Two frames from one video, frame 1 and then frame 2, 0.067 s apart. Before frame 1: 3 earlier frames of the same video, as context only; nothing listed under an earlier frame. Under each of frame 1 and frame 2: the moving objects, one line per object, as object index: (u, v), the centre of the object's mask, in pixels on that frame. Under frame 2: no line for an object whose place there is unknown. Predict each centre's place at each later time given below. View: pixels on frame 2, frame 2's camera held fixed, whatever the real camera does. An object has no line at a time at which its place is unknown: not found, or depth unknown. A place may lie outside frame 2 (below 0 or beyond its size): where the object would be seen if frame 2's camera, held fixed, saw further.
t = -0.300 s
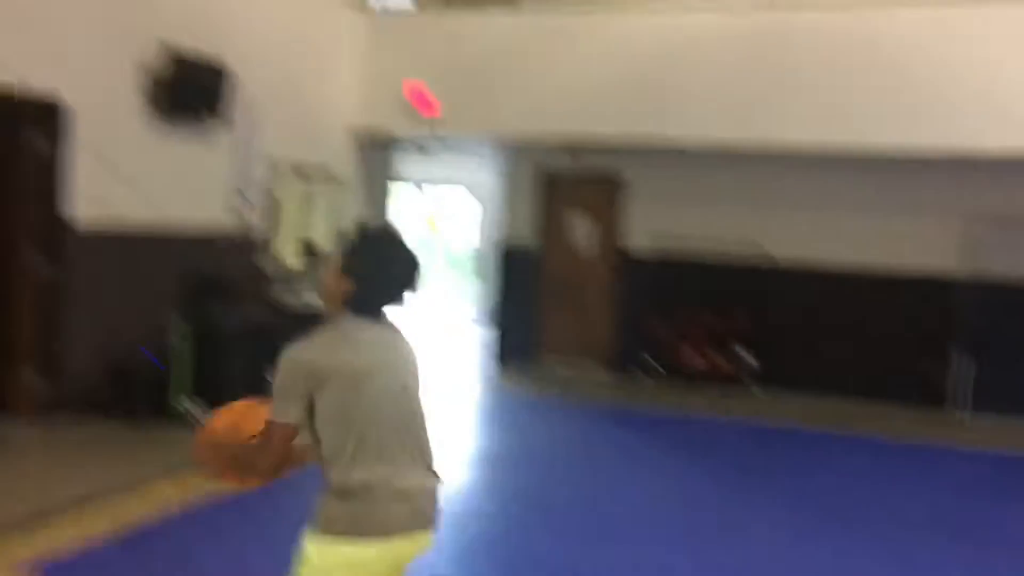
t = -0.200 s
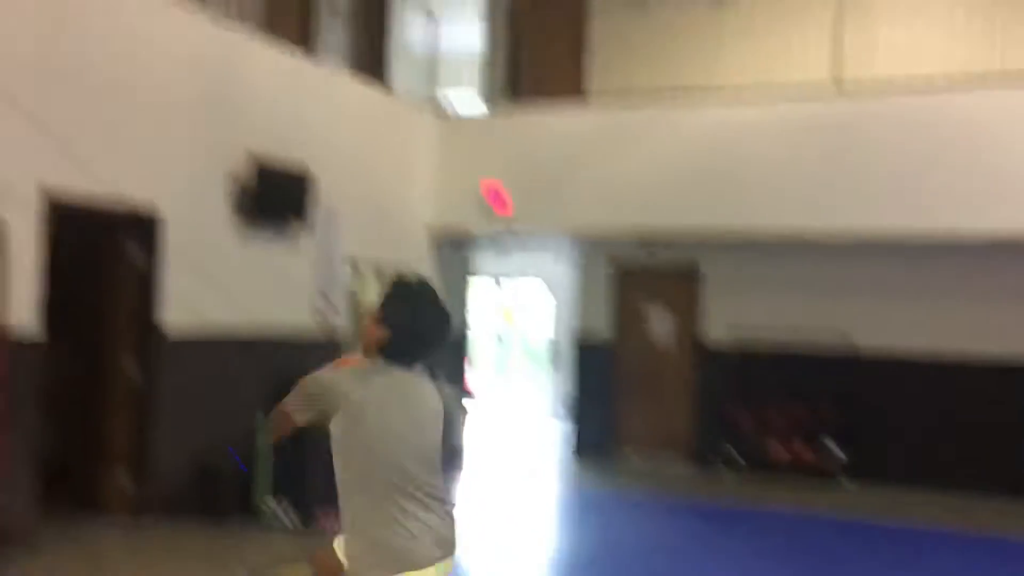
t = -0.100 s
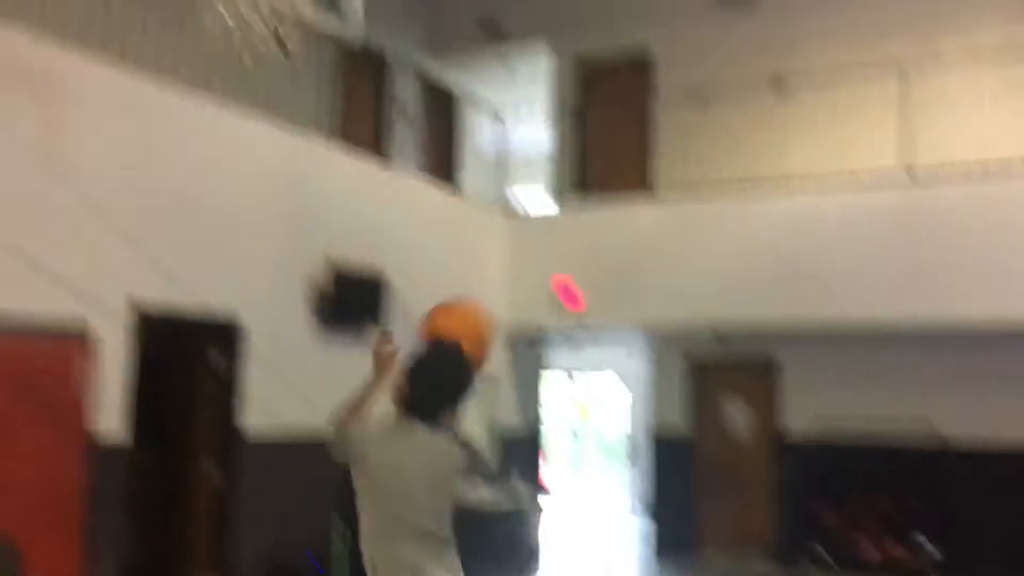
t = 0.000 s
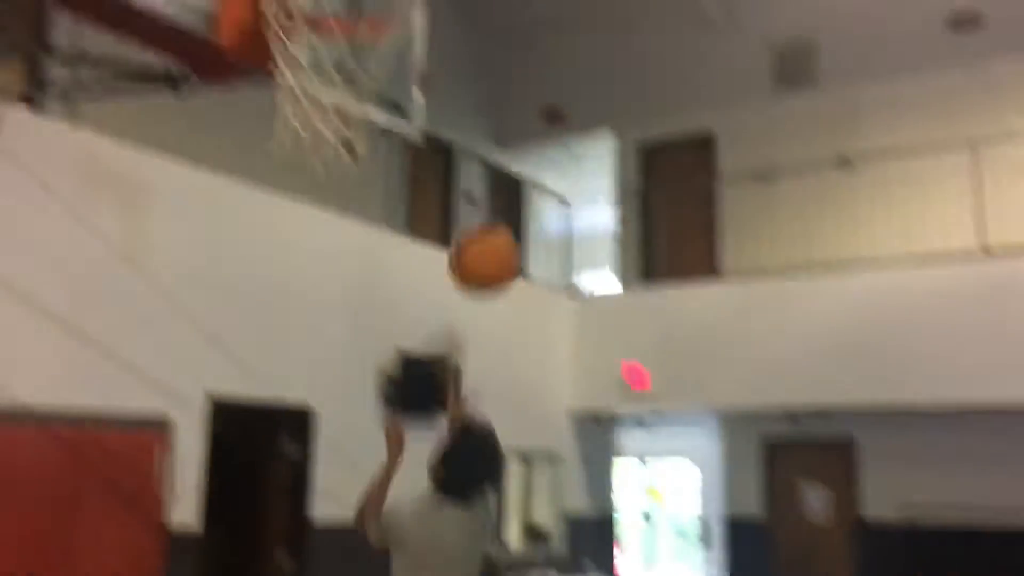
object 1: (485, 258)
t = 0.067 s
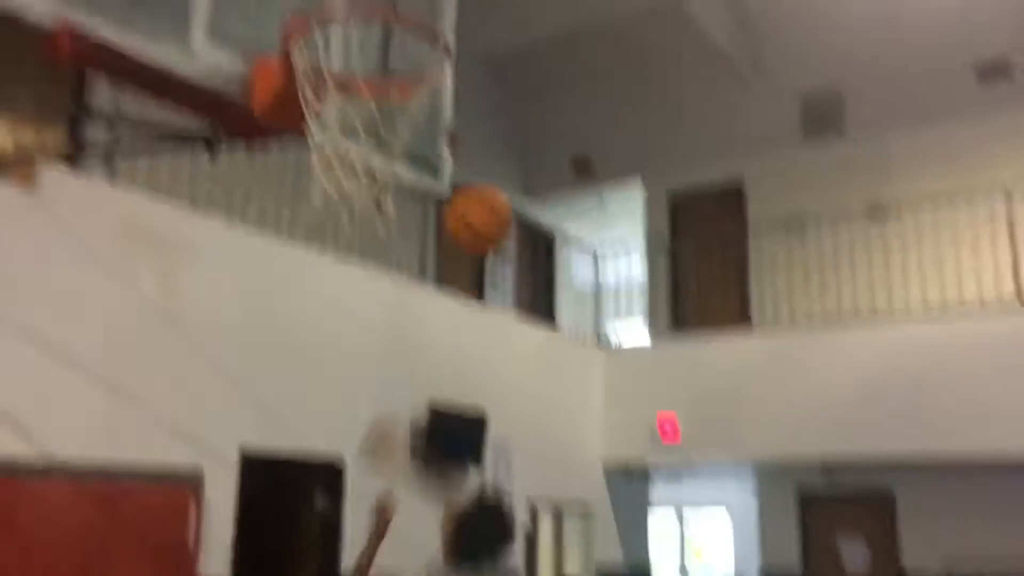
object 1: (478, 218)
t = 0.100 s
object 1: (463, 177)
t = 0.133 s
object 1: (445, 137)
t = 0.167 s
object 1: (428, 96)
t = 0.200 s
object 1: (411, 63)
